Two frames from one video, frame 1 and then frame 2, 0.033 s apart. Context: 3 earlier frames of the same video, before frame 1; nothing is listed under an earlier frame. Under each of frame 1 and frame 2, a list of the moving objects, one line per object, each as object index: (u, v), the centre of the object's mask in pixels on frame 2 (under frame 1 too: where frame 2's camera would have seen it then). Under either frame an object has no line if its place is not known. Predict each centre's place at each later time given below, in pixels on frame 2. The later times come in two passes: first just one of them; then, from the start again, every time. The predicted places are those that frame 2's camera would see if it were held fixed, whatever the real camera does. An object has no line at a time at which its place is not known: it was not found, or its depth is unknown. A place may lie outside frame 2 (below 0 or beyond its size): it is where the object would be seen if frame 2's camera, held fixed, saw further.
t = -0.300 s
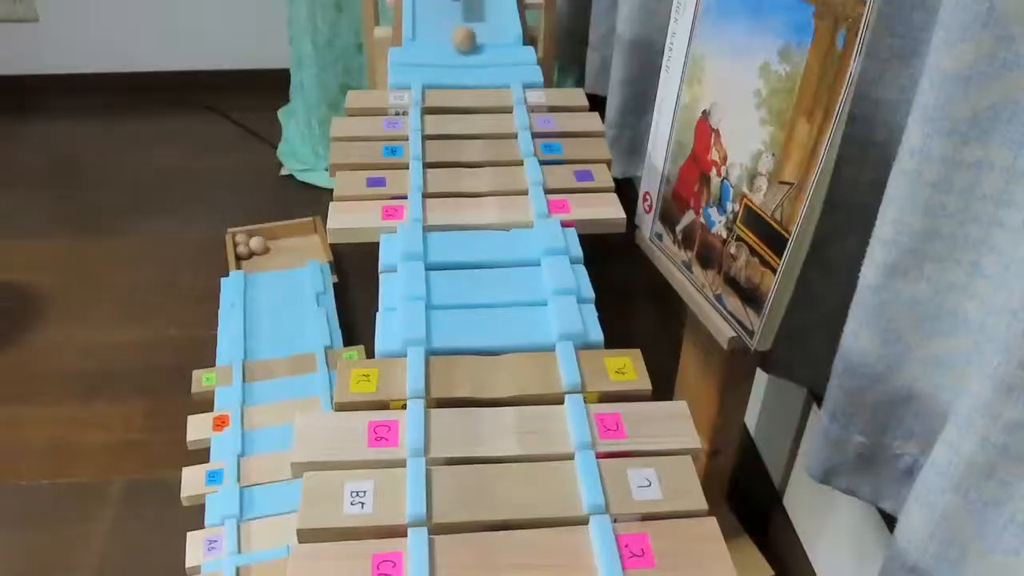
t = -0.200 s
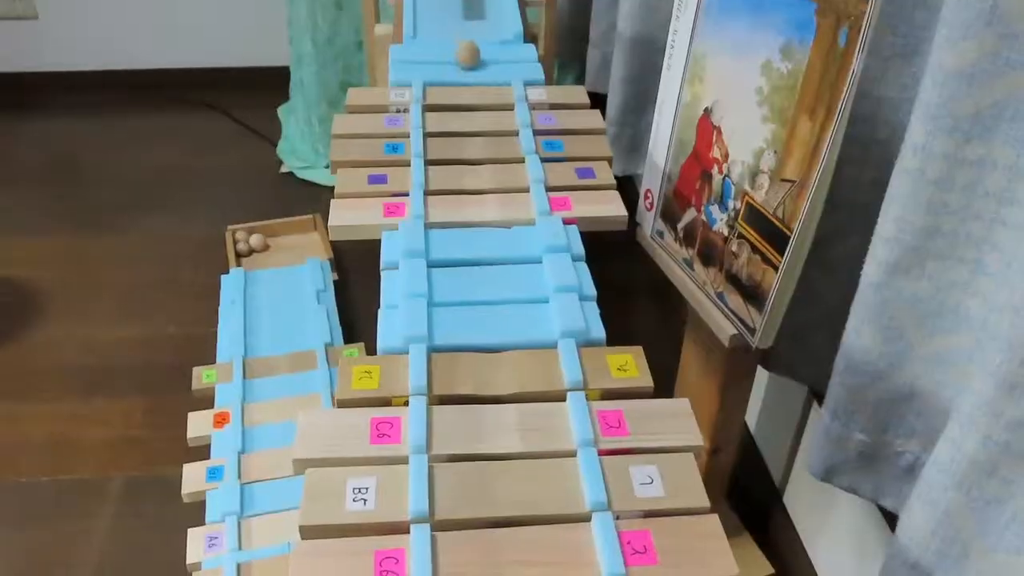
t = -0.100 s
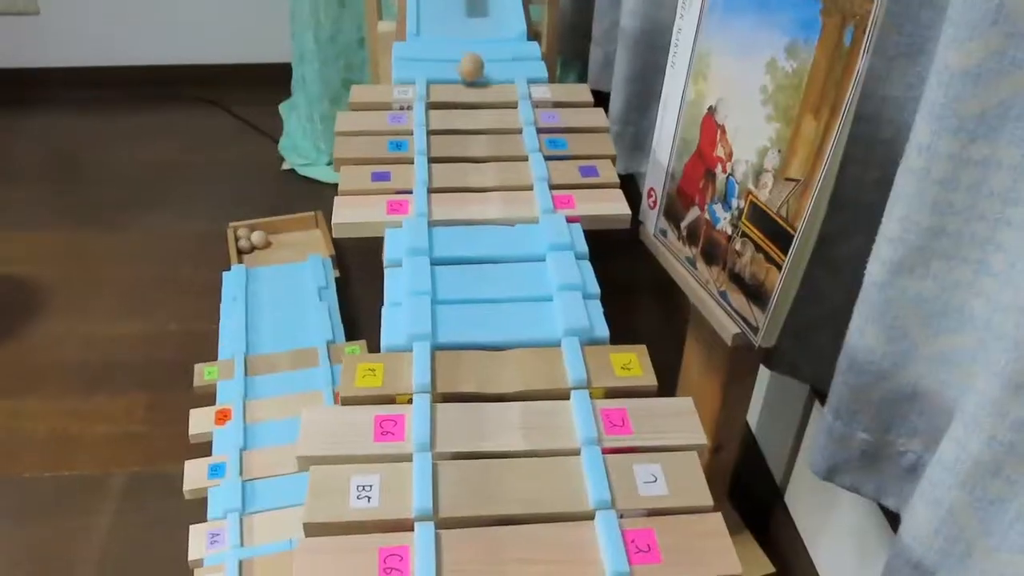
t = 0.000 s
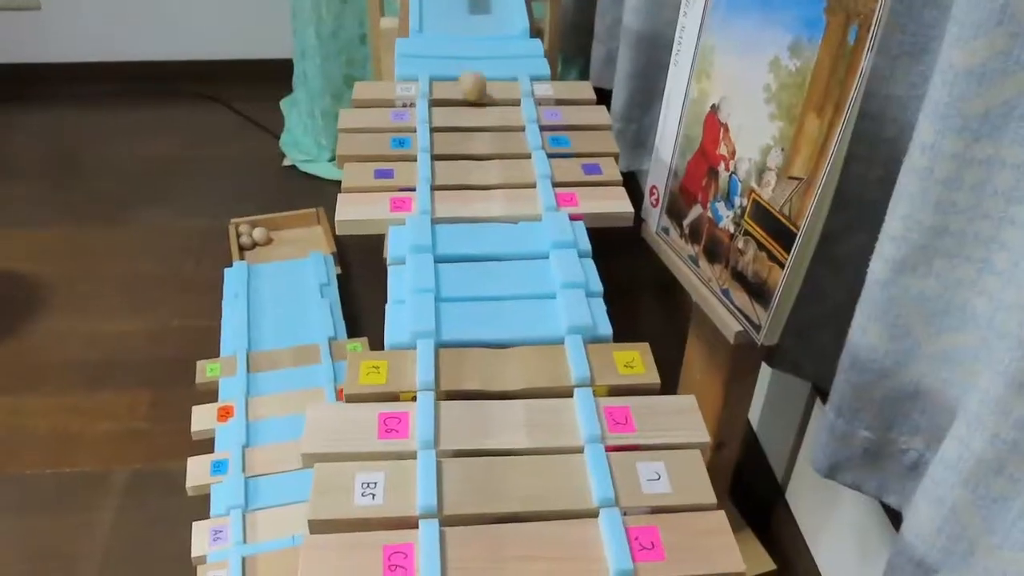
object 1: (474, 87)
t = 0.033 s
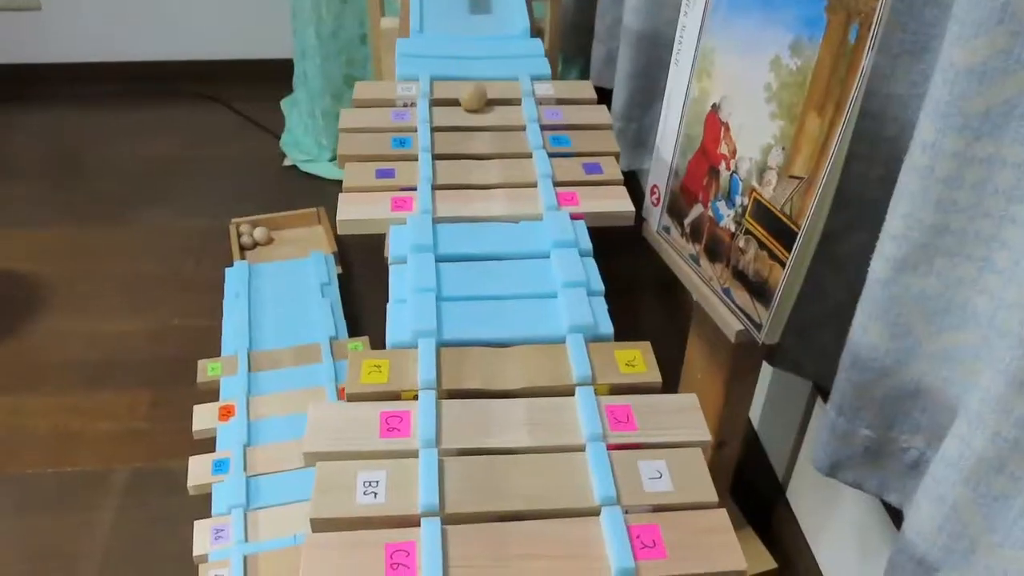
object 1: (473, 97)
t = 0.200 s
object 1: (472, 132)
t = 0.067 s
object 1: (474, 105)
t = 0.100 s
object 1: (472, 109)
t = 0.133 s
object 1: (472, 117)
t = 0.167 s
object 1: (472, 127)
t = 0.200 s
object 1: (472, 132)
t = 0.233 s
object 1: (472, 142)
